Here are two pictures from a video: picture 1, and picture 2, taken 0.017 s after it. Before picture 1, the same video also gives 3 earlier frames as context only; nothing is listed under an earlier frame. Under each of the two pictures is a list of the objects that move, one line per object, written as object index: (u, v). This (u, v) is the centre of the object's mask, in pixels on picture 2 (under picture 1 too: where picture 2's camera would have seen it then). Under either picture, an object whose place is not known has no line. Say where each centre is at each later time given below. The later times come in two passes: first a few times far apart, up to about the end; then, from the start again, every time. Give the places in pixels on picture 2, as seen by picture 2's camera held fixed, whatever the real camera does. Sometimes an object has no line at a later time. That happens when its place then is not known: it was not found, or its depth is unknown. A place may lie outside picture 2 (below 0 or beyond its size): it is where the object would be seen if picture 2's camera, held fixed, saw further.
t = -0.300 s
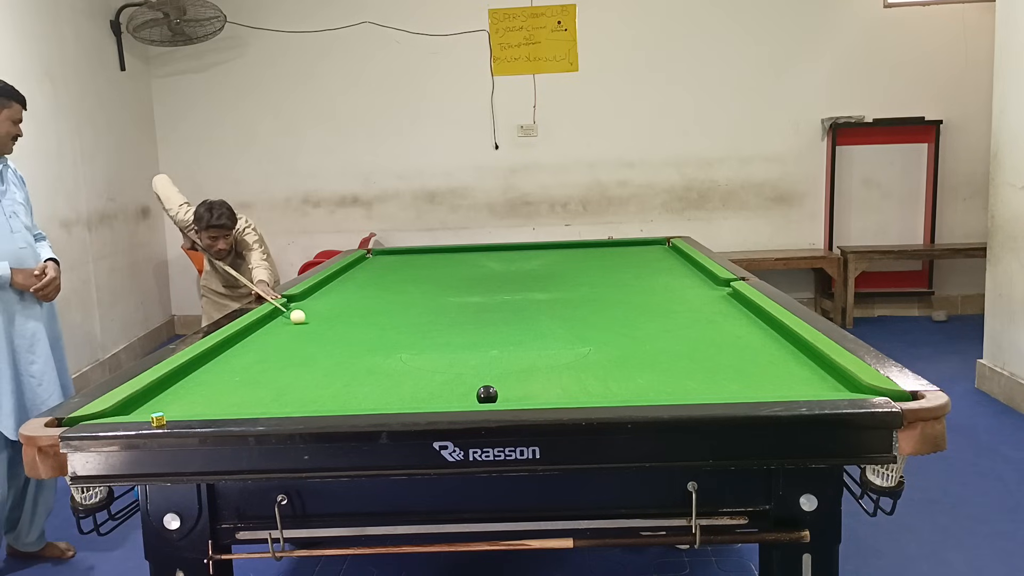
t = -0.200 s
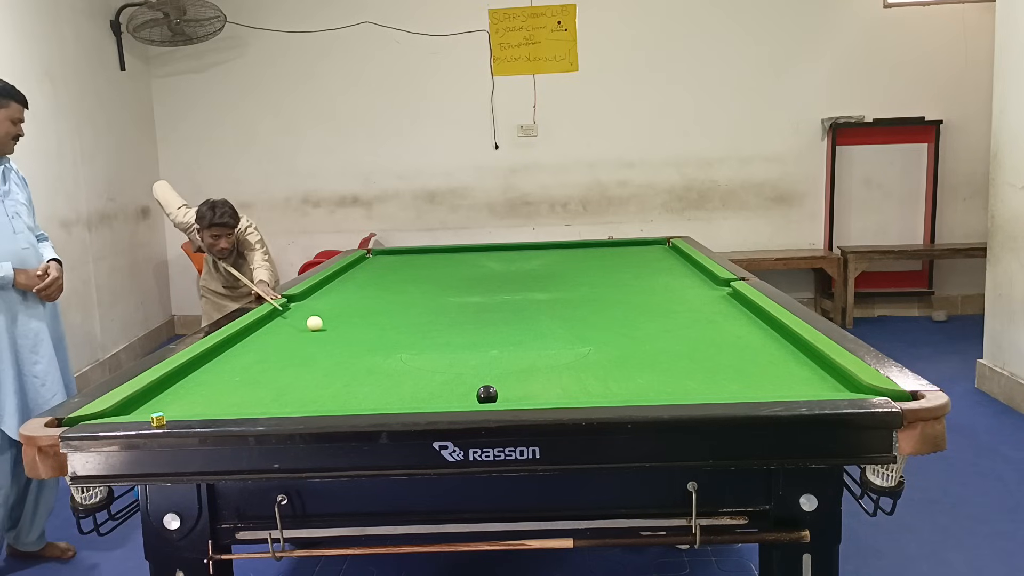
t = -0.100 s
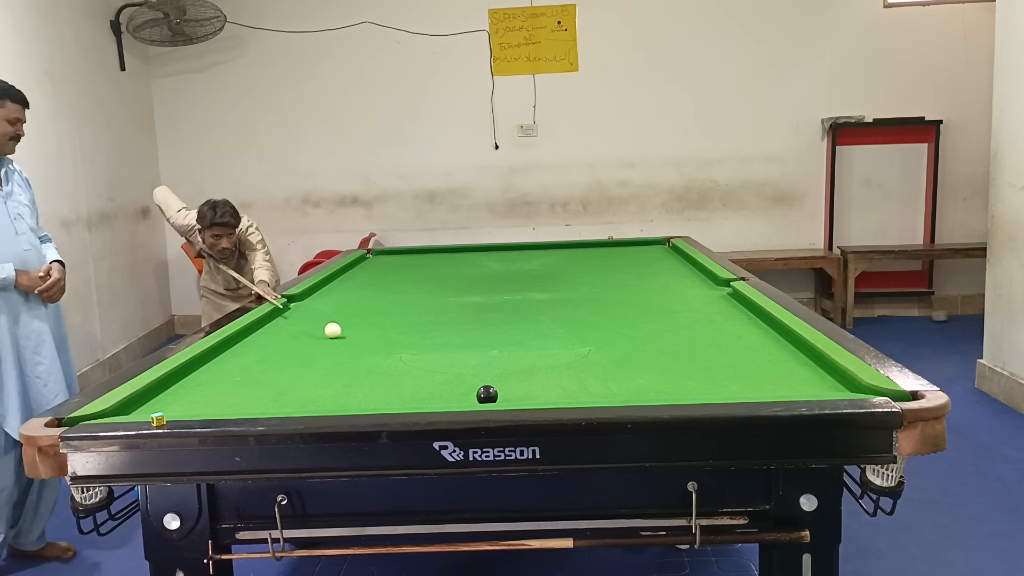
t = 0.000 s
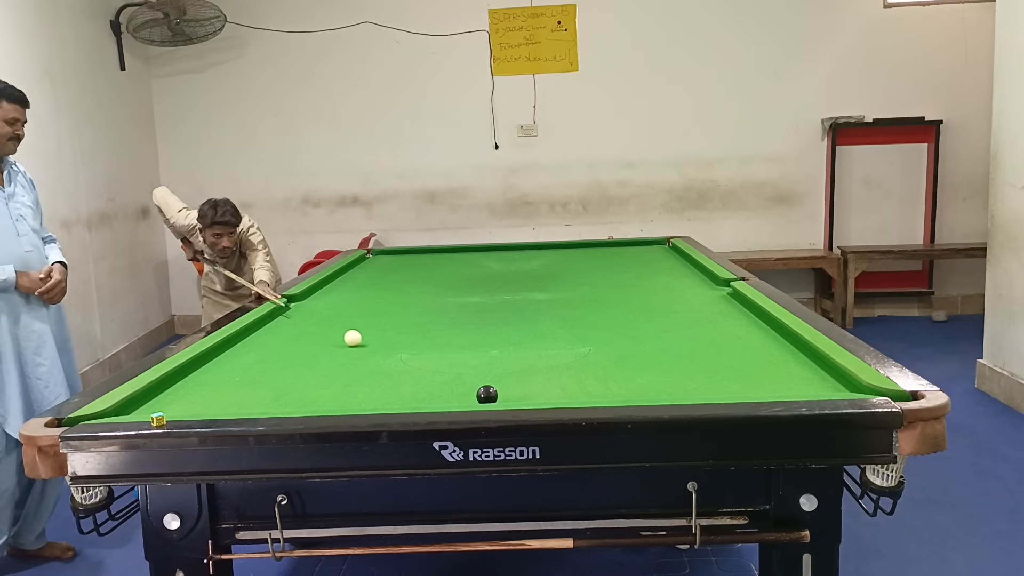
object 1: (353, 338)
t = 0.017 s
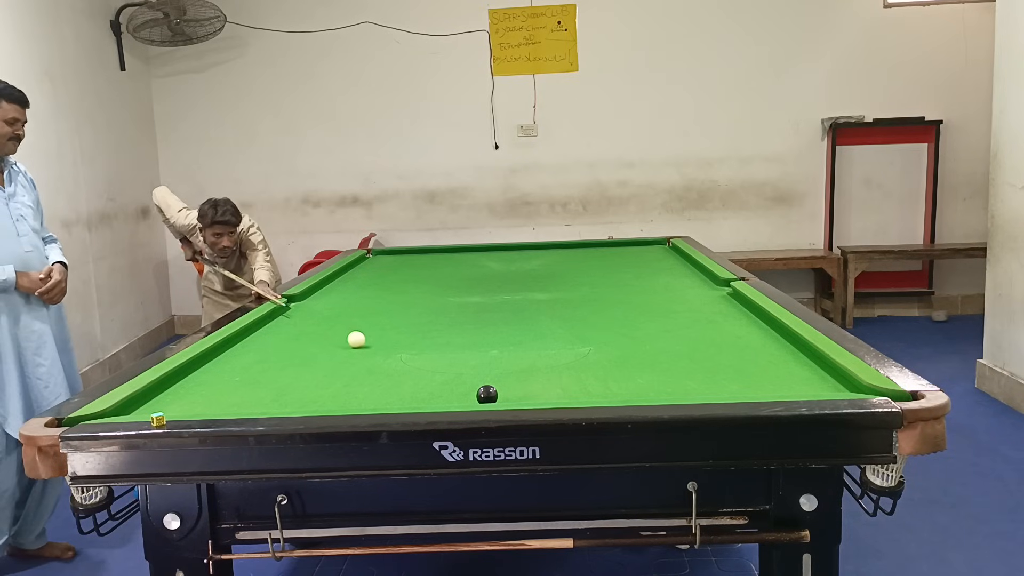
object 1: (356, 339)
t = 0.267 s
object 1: (415, 362)
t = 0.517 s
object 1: (491, 385)
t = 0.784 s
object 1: (567, 392)
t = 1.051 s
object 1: (648, 394)
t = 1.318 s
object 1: (709, 391)
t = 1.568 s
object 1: (758, 387)
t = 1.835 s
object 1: (806, 382)
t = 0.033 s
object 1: (360, 341)
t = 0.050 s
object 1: (363, 342)
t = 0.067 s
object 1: (367, 343)
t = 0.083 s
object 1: (371, 345)
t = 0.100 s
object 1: (374, 346)
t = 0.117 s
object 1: (378, 348)
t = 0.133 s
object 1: (382, 349)
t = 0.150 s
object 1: (386, 351)
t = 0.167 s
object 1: (390, 352)
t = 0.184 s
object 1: (394, 354)
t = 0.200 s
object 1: (398, 356)
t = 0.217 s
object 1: (402, 357)
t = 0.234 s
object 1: (407, 359)
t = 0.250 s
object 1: (411, 361)
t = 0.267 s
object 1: (415, 362)
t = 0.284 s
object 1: (420, 364)
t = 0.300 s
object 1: (424, 366)
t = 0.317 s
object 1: (429, 368)
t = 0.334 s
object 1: (433, 369)
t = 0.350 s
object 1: (438, 371)
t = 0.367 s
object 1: (443, 373)
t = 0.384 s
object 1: (448, 375)
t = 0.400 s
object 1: (453, 377)
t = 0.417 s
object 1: (458, 379)
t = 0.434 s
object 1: (463, 381)
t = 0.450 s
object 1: (469, 383)
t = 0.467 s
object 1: (473, 384)
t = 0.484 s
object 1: (477, 385)
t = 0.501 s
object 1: (483, 385)
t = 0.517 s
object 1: (491, 385)
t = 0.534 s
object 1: (496, 387)
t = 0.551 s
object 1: (500, 388)
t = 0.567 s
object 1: (504, 389)
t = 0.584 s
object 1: (508, 390)
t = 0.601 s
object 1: (513, 390)
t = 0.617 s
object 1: (517, 390)
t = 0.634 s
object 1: (523, 391)
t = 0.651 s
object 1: (528, 390)
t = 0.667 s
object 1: (533, 390)
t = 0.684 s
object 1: (537, 391)
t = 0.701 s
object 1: (542, 391)
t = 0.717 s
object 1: (547, 391)
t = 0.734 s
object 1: (552, 392)
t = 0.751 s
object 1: (557, 392)
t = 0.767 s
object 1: (562, 392)
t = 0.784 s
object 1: (567, 392)
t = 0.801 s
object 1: (572, 392)
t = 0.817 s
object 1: (577, 392)
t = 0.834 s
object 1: (582, 393)
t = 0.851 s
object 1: (587, 393)
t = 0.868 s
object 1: (592, 393)
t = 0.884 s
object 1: (597, 393)
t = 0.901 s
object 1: (602, 393)
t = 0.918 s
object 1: (607, 393)
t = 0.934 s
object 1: (612, 393)
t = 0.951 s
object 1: (617, 393)
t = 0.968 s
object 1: (623, 394)
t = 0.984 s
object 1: (628, 394)
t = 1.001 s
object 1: (633, 394)
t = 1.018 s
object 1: (638, 394)
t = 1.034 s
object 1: (643, 394)
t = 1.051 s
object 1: (648, 394)
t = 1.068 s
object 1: (653, 394)
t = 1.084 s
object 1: (658, 394)
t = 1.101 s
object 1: (662, 394)
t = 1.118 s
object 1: (666, 394)
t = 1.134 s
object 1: (670, 393)
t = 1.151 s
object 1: (673, 393)
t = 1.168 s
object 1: (677, 393)
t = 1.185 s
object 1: (680, 393)
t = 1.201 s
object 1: (684, 392)
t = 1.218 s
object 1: (688, 392)
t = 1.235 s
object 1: (691, 392)
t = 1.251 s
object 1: (695, 392)
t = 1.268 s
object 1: (698, 391)
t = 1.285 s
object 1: (702, 391)
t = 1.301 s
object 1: (705, 391)
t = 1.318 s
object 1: (709, 391)
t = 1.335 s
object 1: (712, 390)
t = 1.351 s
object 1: (715, 390)
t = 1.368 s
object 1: (719, 390)
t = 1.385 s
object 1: (722, 390)
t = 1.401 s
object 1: (725, 389)
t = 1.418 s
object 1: (729, 389)
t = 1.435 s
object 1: (732, 389)
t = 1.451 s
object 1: (735, 389)
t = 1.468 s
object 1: (738, 388)
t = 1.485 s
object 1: (742, 388)
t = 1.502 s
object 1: (745, 388)
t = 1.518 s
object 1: (748, 387)
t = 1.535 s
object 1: (751, 387)
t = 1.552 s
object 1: (755, 387)
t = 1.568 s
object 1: (758, 387)
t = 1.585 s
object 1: (761, 386)
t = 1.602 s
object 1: (764, 386)
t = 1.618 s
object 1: (767, 386)
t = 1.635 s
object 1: (770, 386)
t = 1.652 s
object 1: (773, 385)
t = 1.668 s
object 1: (776, 385)
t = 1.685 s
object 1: (779, 385)
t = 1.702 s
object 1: (782, 385)
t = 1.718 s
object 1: (785, 385)
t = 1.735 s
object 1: (788, 384)
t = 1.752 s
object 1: (791, 384)
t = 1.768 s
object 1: (794, 384)
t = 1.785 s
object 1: (797, 383)
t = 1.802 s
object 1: (800, 383)
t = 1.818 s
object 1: (803, 383)
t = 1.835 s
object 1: (806, 382)
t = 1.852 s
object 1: (808, 382)
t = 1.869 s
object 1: (811, 382)
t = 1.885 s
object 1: (814, 381)
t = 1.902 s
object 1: (817, 381)
